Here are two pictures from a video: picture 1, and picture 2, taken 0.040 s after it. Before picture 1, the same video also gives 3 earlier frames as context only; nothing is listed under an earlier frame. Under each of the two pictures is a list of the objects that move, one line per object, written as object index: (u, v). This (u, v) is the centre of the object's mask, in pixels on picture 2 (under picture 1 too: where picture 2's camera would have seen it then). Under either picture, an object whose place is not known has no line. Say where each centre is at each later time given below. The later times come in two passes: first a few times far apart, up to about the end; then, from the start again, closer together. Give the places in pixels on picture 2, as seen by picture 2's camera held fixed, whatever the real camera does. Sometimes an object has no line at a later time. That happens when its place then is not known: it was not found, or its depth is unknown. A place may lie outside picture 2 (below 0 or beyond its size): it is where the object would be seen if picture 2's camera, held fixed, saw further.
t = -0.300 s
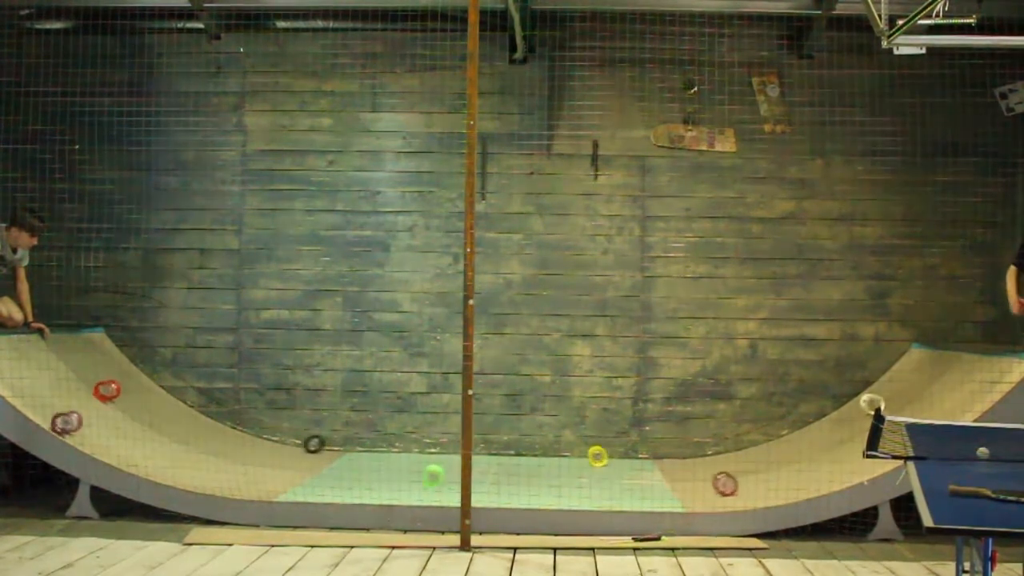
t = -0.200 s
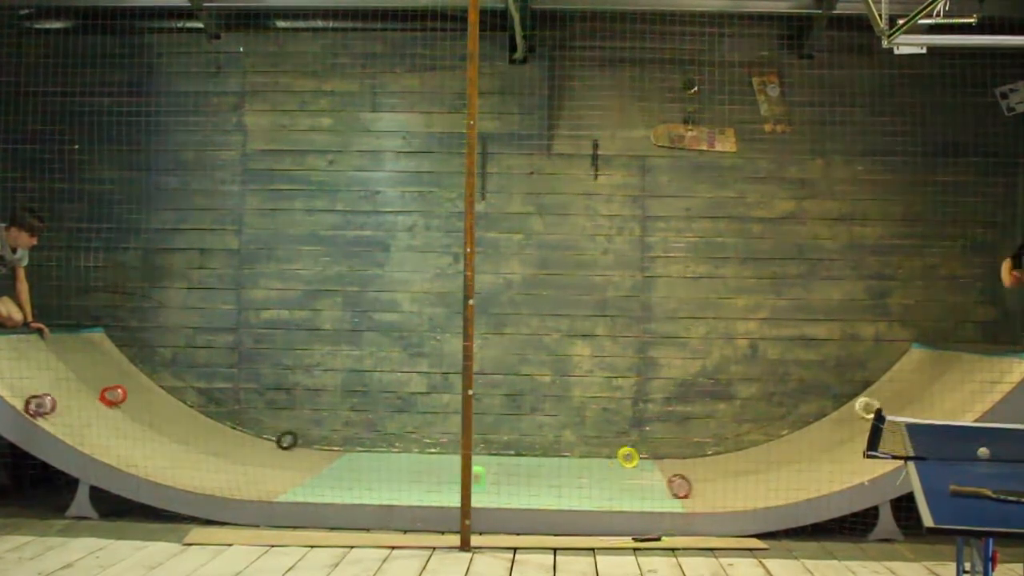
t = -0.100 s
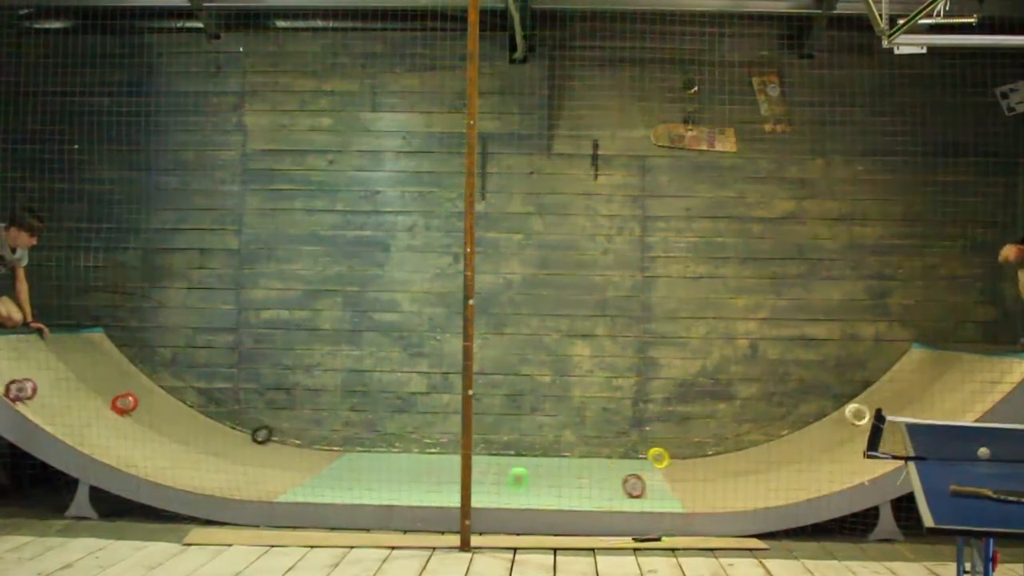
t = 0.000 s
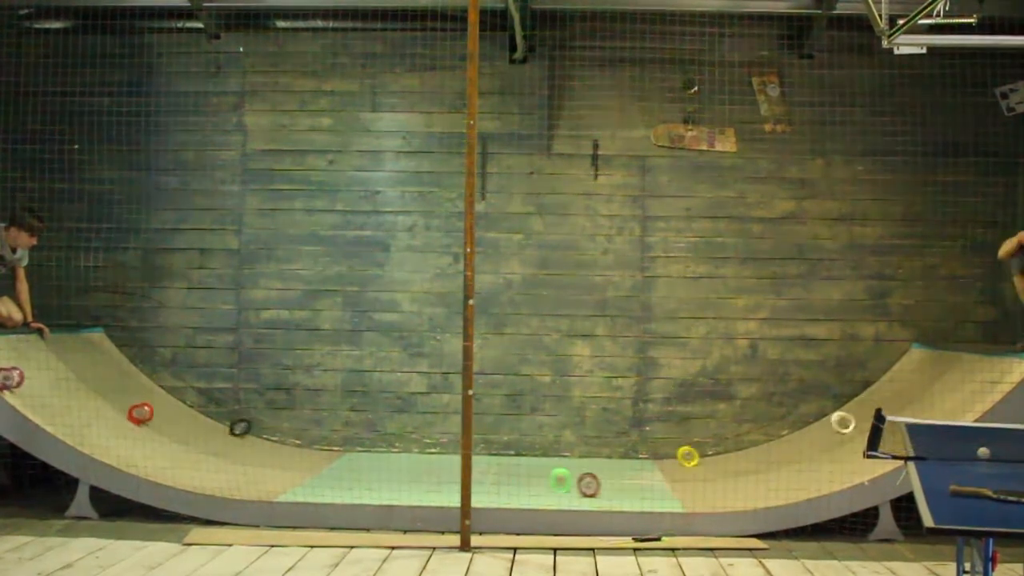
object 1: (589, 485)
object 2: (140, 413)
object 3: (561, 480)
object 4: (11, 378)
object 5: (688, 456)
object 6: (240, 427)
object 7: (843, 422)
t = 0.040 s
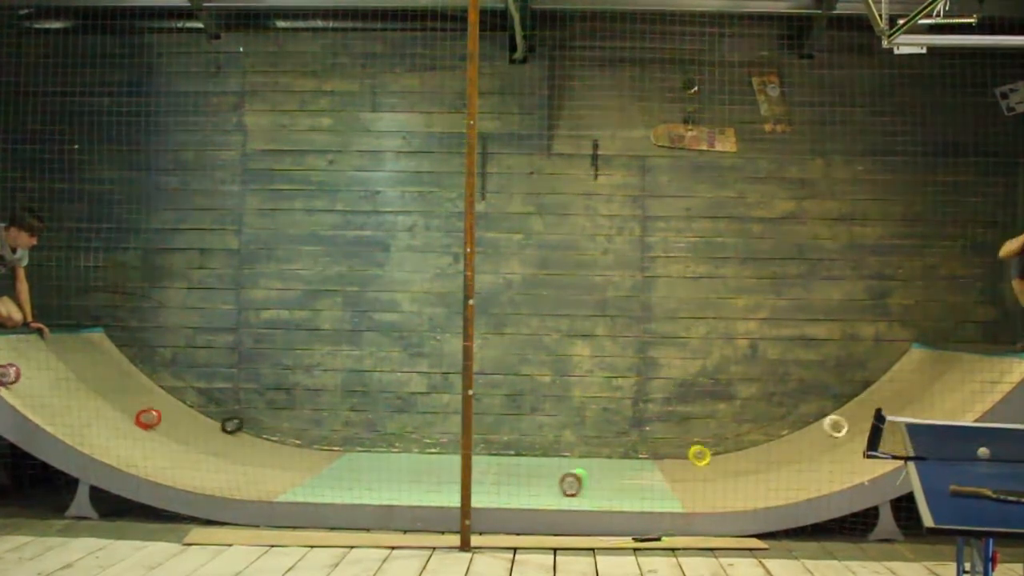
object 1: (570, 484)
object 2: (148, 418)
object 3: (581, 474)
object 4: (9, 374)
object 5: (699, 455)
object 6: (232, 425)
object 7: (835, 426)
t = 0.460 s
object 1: (385, 480)
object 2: (267, 458)
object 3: (751, 477)
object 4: (18, 387)
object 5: (796, 431)
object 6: (183, 400)
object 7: (723, 461)
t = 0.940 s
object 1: (190, 461)
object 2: (435, 466)
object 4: (158, 465)
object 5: (828, 415)
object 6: (205, 413)
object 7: (561, 462)
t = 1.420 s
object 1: (75, 406)
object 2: (598, 469)
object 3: (902, 413)
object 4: (381, 489)
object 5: (770, 440)
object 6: (304, 443)
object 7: (405, 459)
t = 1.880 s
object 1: (75, 406)
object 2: (747, 464)
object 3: (807, 463)
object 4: (595, 493)
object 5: (653, 457)
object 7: (265, 449)
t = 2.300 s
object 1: (167, 454)
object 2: (839, 434)
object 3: (654, 483)
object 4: (779, 485)
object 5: (538, 455)
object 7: (175, 418)
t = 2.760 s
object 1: (336, 479)
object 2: (853, 427)
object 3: (483, 476)
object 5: (418, 452)
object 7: (154, 406)
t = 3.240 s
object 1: (518, 483)
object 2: (772, 459)
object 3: (308, 474)
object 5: (296, 446)
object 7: (220, 437)
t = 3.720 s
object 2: (630, 470)
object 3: (165, 445)
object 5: (210, 422)
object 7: (348, 457)
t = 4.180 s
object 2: (493, 467)
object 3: (106, 415)
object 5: (195, 415)
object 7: (478, 460)
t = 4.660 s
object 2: (353, 464)
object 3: (143, 436)
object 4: (439, 490)
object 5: (254, 438)
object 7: (609, 464)
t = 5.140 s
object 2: (226, 450)
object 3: (270, 469)
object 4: (252, 485)
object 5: (361, 451)
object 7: (734, 460)
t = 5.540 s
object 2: (163, 426)
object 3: (396, 475)
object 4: (123, 454)
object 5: (452, 453)
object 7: (803, 440)
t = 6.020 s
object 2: (166, 427)
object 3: (536, 478)
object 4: (61, 421)
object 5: (561, 455)
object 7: (812, 437)
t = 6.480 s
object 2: (245, 454)
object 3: (595, 479)
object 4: (106, 446)
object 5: (661, 457)
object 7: (744, 458)
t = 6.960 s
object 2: (368, 464)
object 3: (631, 478)
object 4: (246, 484)
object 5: (750, 447)
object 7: (628, 461)
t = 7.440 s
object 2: (489, 466)
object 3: (662, 476)
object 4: (415, 489)
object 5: (783, 436)
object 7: (514, 461)
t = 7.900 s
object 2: (602, 469)
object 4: (571, 492)
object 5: (750, 446)
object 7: (406, 459)
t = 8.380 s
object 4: (728, 492)
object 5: (665, 457)
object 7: (299, 454)
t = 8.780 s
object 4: (830, 469)
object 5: (586, 456)
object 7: (228, 440)
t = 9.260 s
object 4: (865, 456)
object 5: (495, 454)
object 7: (198, 428)
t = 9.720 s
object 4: (815, 474)
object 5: (408, 452)
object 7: (234, 441)
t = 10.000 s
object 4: (744, 490)
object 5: (357, 451)
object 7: (281, 452)
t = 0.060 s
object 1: (561, 484)
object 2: (152, 420)
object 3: (585, 480)
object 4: (9, 373)
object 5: (705, 455)
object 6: (229, 423)
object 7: (832, 428)
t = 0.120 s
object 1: (534, 483)
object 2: (165, 427)
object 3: (612, 482)
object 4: (7, 370)
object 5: (721, 452)
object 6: (218, 419)
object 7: (819, 434)
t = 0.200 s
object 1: (499, 483)
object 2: (186, 436)
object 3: (644, 482)
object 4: (6, 368)
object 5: (743, 448)
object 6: (205, 413)
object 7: (800, 441)
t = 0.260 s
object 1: (477, 482)
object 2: (203, 442)
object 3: (670, 483)
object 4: (7, 369)
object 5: (756, 445)
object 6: (198, 409)
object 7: (784, 447)
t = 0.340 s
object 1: (437, 481)
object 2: (227, 450)
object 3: (703, 482)
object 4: (9, 374)
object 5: (774, 439)
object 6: (190, 405)
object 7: (760, 454)
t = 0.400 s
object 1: (411, 481)
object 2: (246, 454)
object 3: (728, 480)
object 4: (12, 380)
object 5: (786, 435)
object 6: (186, 402)
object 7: (742, 458)
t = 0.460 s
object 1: (385, 480)
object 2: (267, 458)
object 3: (751, 477)
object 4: (18, 387)
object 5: (796, 431)
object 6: (183, 400)
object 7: (723, 461)
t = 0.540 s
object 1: (350, 480)
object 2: (294, 461)
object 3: (780, 471)
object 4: (31, 399)
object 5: (807, 425)
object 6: (181, 399)
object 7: (695, 463)
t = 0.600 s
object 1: (326, 479)
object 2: (315, 463)
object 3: (801, 466)
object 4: (44, 409)
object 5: (815, 422)
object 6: (181, 399)
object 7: (675, 464)
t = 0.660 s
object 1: (300, 478)
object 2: (337, 464)
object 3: (820, 461)
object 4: (59, 419)
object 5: (820, 419)
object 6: (182, 400)
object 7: (655, 464)
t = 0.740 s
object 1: (266, 476)
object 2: (365, 465)
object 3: (843, 450)
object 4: (83, 433)
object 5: (826, 416)
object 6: (186, 402)
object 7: (628, 464)
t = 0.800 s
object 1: (242, 473)
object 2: (386, 465)
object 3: (855, 443)
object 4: (103, 444)
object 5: (828, 415)
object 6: (190, 405)
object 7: (607, 464)
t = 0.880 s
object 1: (211, 467)
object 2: (414, 466)
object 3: (866, 431)
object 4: (133, 457)
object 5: (828, 415)
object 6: (198, 409)
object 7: (581, 463)
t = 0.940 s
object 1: (190, 461)
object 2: (435, 466)
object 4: (158, 465)
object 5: (828, 415)
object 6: (205, 413)
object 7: (561, 462)
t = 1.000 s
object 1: (169, 455)
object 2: (453, 466)
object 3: (890, 415)
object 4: (184, 473)
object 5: (825, 416)
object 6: (214, 417)
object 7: (541, 462)
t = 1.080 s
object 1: (144, 445)
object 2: (483, 467)
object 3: (902, 412)
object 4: (220, 481)
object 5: (820, 420)
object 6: (228, 423)
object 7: (514, 462)
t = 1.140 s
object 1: (127, 437)
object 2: (504, 467)
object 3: (908, 411)
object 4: (248, 484)
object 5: (814, 422)
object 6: (239, 427)
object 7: (493, 459)
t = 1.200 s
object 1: (112, 429)
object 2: (524, 468)
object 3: (909, 411)
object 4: (277, 486)
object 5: (807, 426)
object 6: (251, 432)
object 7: (478, 461)
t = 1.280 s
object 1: (95, 420)
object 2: (551, 468)
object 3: (909, 411)
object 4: (315, 487)
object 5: (796, 431)
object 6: (269, 437)
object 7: (450, 460)
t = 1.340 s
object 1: (86, 413)
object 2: (571, 469)
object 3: (908, 411)
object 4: (344, 488)
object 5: (786, 435)
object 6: (284, 440)
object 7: (430, 460)
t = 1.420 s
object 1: (75, 406)
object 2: (598, 469)
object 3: (902, 413)
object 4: (381, 489)
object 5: (770, 440)
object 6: (304, 443)
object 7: (405, 459)
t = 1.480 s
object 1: (68, 402)
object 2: (618, 470)
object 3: (894, 414)
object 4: (410, 489)
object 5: (757, 444)
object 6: (319, 444)
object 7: (386, 459)
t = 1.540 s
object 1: (64, 399)
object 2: (639, 470)
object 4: (438, 490)
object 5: (743, 448)
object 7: (367, 458)
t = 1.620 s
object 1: (62, 397)
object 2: (665, 471)
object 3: (865, 430)
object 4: (478, 490)
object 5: (724, 452)
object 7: (342, 457)
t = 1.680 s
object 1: (62, 397)
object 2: (685, 470)
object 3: (857, 439)
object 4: (503, 492)
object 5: (708, 454)
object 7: (323, 457)
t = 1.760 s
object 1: (64, 399)
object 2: (710, 469)
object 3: (843, 451)
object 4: (540, 492)
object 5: (686, 456)
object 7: (299, 454)
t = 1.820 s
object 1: (68, 402)
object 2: (729, 467)
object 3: (827, 458)
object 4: (567, 493)
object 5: (670, 456)
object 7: (282, 452)
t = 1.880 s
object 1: (75, 406)
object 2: (747, 464)
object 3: (807, 463)
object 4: (595, 493)
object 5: (653, 457)
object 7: (265, 449)
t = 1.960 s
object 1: (86, 413)
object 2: (767, 457)
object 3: (781, 471)
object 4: (631, 494)
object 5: (631, 456)
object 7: (243, 444)
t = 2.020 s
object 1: (95, 420)
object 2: (786, 455)
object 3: (761, 475)
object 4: (658, 494)
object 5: (614, 456)
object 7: (228, 440)
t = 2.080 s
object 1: (108, 427)
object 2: (799, 450)
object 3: (739, 479)
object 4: (685, 495)
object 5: (598, 456)
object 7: (214, 435)
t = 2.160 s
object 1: (127, 437)
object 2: (816, 444)
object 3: (705, 479)
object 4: (721, 493)
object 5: (577, 456)
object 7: (198, 429)
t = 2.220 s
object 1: (143, 444)
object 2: (827, 440)
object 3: (685, 483)
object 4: (746, 491)
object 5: (560, 455)
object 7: (187, 424)
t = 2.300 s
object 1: (167, 454)
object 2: (839, 434)
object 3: (654, 483)
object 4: (779, 485)
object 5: (538, 455)
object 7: (175, 418)
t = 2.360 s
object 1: (186, 460)
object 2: (846, 431)
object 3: (631, 481)
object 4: (803, 480)
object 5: (522, 454)
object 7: (168, 414)
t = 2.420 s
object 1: (207, 466)
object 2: (851, 427)
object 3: (609, 481)
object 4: (824, 474)
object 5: (507, 454)
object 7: (161, 411)
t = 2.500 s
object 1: (236, 471)
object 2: (856, 425)
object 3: (578, 482)
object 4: (849, 464)
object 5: (486, 453)
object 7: (156, 407)
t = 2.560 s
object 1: (259, 474)
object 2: (858, 424)
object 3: (556, 481)
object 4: (864, 459)
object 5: (476, 452)
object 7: (153, 406)
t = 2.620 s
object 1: (282, 477)
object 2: (858, 423)
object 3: (534, 479)
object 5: (453, 453)
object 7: (152, 405)
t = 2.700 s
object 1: (313, 478)
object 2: (856, 425)
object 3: (503, 478)
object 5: (433, 452)
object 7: (152, 405)
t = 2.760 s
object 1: (336, 479)
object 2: (853, 427)
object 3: (483, 476)
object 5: (418, 452)
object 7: (154, 406)
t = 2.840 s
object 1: (367, 480)
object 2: (846, 430)
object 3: (451, 478)
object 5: (397, 452)
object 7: (159, 409)
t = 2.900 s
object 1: (390, 480)
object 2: (839, 434)
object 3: (430, 478)
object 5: (381, 451)
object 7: (164, 412)
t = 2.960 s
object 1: (413, 480)
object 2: (830, 438)
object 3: (408, 468)
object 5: (366, 451)
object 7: (171, 416)
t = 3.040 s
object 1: (443, 481)
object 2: (817, 444)
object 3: (380, 476)
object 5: (345, 451)
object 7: (182, 422)
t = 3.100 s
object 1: (458, 482)
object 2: (805, 448)
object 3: (359, 475)
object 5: (330, 450)
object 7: (192, 427)
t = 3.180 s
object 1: (496, 482)
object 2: (787, 454)
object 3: (331, 474)
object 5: (310, 448)
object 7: (207, 433)
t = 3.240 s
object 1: (518, 483)
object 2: (772, 459)
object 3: (308, 474)
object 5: (296, 446)
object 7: (220, 437)
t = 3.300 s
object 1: (541, 483)
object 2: (756, 462)
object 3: (289, 473)
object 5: (282, 444)
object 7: (233, 442)
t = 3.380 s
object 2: (733, 466)
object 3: (261, 470)
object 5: (268, 438)
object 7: (254, 447)
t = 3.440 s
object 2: (716, 468)
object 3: (243, 466)
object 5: (253, 437)
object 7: (269, 450)
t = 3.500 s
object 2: (697, 470)
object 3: (225, 463)
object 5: (242, 434)
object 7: (286, 452)
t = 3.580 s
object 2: (673, 471)
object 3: (202, 457)
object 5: (229, 429)
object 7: (308, 455)
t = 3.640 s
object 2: (654, 470)
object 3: (184, 453)
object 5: (219, 426)
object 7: (325, 457)
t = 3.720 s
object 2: (630, 470)
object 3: (165, 445)
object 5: (210, 422)
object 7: (348, 457)
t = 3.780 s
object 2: (612, 469)
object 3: (152, 440)
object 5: (203, 419)
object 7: (364, 458)
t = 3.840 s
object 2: (594, 469)
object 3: (142, 434)
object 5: (199, 417)
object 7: (382, 458)
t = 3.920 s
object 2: (570, 469)
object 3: (128, 427)
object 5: (194, 414)
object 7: (404, 459)
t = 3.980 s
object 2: (552, 468)
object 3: (120, 423)
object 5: (192, 413)
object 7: (422, 459)
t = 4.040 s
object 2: (534, 468)
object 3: (115, 420)
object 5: (192, 413)
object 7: (438, 460)
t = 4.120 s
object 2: (510, 467)
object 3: (109, 417)
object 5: (192, 414)
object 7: (456, 461)
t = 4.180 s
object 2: (493, 467)
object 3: (106, 415)
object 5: (195, 415)
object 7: (478, 460)
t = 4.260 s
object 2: (475, 466)
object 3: (106, 415)
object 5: (200, 417)
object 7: (500, 461)
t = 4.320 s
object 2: (451, 467)
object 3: (107, 416)
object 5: (205, 420)
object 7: (516, 461)
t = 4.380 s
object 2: (434, 466)
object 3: (109, 417)
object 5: (211, 423)
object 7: (533, 462)
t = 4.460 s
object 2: (411, 466)
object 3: (115, 421)
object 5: (221, 427)
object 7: (554, 462)
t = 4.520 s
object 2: (393, 465)
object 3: (122, 425)
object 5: (230, 430)
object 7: (571, 462)
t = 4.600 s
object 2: (370, 465)
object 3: (133, 431)
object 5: (243, 435)
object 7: (592, 463)
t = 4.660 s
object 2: (353, 464)
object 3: (143, 436)
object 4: (439, 490)
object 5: (254, 438)
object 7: (609, 464)
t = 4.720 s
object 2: (336, 464)
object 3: (154, 441)
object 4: (415, 489)
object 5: (267, 441)
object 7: (625, 464)
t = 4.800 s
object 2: (314, 463)
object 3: (172, 448)
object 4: (384, 489)
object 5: (283, 444)
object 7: (647, 464)
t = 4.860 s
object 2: (297, 462)
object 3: (188, 454)
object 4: (360, 488)
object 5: (296, 444)
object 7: (663, 464)
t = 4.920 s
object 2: (281, 460)
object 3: (203, 459)
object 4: (337, 488)
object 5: (310, 448)
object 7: (679, 465)
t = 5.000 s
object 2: (260, 457)
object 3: (226, 463)
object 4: (305, 487)
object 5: (329, 450)
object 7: (699, 463)
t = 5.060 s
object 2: (245, 451)
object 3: (244, 467)
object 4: (283, 486)
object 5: (343, 450)
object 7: (714, 462)
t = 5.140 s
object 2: (226, 450)
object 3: (270, 469)
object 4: (252, 485)
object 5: (361, 451)
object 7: (734, 460)
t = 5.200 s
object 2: (213, 446)
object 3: (287, 473)
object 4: (230, 483)
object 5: (375, 451)
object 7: (748, 457)
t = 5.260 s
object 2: (202, 443)
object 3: (307, 474)
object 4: (208, 479)
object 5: (389, 452)
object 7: (760, 454)
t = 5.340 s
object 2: (188, 437)
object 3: (331, 475)
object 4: (181, 473)
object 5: (407, 452)
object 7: (775, 450)
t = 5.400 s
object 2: (179, 434)
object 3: (351, 475)
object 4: (162, 468)
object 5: (421, 452)
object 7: (785, 447)
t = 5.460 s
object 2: (171, 430)
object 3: (370, 475)
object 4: (145, 462)
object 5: (435, 453)
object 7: (794, 444)
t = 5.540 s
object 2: (163, 426)
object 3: (396, 475)
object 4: (123, 454)
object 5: (452, 453)
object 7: (803, 440)
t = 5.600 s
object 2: (159, 424)
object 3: (417, 475)
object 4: (109, 448)
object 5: (475, 452)
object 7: (809, 438)
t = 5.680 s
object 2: (155, 422)
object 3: (439, 478)
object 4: (94, 439)
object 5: (485, 453)
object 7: (815, 436)
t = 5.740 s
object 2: (154, 421)
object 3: (455, 475)
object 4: (84, 435)
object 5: (498, 454)
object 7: (818, 435)
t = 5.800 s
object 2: (154, 421)
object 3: (480, 477)
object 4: (76, 430)
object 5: (512, 455)
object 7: (819, 434)
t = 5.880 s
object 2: (156, 422)
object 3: (503, 480)
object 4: (67, 425)
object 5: (530, 455)
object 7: (819, 434)
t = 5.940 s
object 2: (159, 424)
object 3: (522, 480)
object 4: (64, 422)
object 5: (543, 455)
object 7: (817, 435)
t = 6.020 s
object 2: (166, 427)
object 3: (536, 478)
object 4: (61, 421)
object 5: (561, 455)
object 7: (812, 437)
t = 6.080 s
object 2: (173, 430)
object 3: (538, 469)
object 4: (62, 421)
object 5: (574, 456)
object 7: (807, 439)
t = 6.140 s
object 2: (180, 434)
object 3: (559, 483)
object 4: (63, 422)
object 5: (587, 456)
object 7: (801, 441)
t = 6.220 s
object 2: (192, 439)
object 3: (567, 475)
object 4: (68, 425)
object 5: (604, 456)
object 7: (791, 445)
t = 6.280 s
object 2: (203, 443)
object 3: (574, 476)
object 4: (74, 429)
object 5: (617, 456)
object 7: (781, 448)
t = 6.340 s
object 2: (214, 446)
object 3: (580, 476)
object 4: (81, 433)
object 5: (631, 457)
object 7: (771, 451)
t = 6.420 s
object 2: (231, 451)
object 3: (589, 481)
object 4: (94, 440)
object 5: (648, 457)
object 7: (757, 455)
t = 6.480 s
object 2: (245, 454)
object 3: (595, 479)
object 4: (106, 446)
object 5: (661, 457)
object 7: (744, 458)
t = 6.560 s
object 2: (264, 457)
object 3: (602, 480)
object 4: (123, 453)
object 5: (677, 456)
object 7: (726, 461)
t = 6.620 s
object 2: (280, 459)
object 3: (605, 480)
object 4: (139, 459)
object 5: (690, 456)
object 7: (712, 462)
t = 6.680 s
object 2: (295, 461)
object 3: (610, 479)
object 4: (155, 465)
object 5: (703, 451)
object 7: (698, 463)
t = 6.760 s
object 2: (315, 463)
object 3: (616, 479)
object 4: (179, 472)
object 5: (717, 453)
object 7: (678, 464)
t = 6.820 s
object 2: (331, 464)
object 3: (620, 479)
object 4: (199, 477)
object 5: (728, 452)
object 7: (663, 464)
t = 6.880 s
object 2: (347, 464)
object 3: (624, 479)
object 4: (219, 480)
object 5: (738, 450)
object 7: (648, 464)
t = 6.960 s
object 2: (368, 464)
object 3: (631, 478)
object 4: (246, 484)
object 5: (750, 447)
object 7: (628, 461)
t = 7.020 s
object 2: (383, 465)
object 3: (633, 478)
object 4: (267, 485)
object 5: (757, 445)
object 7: (613, 463)
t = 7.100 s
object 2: (404, 465)
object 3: (639, 477)
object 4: (295, 486)
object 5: (766, 442)
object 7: (594, 463)
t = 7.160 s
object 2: (419, 465)
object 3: (644, 477)
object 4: (317, 487)
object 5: (772, 440)
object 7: (579, 463)
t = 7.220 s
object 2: (434, 466)
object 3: (648, 477)
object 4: (338, 487)
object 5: (776, 439)
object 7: (566, 462)
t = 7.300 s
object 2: (453, 466)
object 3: (652, 476)
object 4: (366, 488)
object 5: (781, 437)
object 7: (546, 462)
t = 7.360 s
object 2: (474, 466)
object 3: (657, 476)
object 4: (387, 488)
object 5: (783, 436)
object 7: (532, 462)
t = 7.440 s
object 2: (489, 466)
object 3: (662, 476)
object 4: (415, 489)
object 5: (783, 436)
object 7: (514, 461)
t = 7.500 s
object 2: (509, 464)
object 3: (666, 475)
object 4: (435, 489)
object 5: (782, 436)
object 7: (496, 458)
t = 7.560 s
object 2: (517, 466)
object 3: (669, 475)
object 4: (453, 490)
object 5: (781, 437)
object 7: (485, 461)
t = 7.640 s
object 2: (538, 468)
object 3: (673, 475)
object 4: (483, 490)
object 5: (776, 439)
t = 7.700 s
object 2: (553, 467)
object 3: (676, 474)
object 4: (503, 491)
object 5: (772, 440)
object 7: (452, 460)
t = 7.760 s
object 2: (568, 467)
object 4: (524, 492)
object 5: (766, 442)
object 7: (438, 460)
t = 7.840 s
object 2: (587, 468)
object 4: (550, 491)
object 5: (757, 445)
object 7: (420, 460)
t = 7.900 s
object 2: (602, 469)
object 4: (571, 492)
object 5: (750, 446)
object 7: (406, 459)
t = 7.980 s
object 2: (621, 469)
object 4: (598, 493)
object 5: (738, 450)
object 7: (388, 459)
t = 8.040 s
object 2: (636, 469)
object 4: (618, 492)
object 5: (729, 451)
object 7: (374, 458)
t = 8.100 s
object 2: (650, 470)
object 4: (638, 493)
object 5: (719, 453)
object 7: (361, 458)
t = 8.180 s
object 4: (664, 493)
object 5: (704, 454)
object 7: (342, 457)
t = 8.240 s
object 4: (683, 494)
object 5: (692, 454)
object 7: (330, 457)
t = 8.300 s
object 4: (703, 493)
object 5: (680, 456)
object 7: (316, 456)
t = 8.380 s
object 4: (728, 492)
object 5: (665, 457)
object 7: (299, 454)
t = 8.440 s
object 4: (746, 490)
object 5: (653, 457)
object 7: (287, 453)
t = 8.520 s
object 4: (769, 486)
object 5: (638, 457)
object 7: (271, 450)
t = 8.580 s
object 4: (785, 483)
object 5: (625, 457)
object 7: (260, 448)
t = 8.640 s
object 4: (801, 479)
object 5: (614, 456)
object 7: (249, 446)
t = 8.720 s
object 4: (818, 473)
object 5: (598, 456)
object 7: (237, 443)
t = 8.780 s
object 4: (830, 469)
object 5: (586, 456)
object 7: (228, 440)
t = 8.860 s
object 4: (843, 464)
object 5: (571, 456)
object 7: (219, 437)
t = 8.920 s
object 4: (851, 461)
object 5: (560, 455)
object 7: (212, 434)
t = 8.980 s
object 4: (858, 459)
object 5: (548, 455)
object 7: (207, 433)
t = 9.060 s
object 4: (862, 456)
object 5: (533, 455)
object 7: (202, 430)
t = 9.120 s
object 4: (865, 455)
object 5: (521, 454)
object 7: (200, 429)
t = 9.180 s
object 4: (865, 455)
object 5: (510, 454)
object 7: (198, 429)
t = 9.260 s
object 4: (865, 456)
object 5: (495, 454)
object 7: (198, 428)
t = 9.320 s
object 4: (863, 456)
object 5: (483, 453)
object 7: (199, 429)
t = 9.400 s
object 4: (859, 457)
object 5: (474, 451)
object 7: (202, 430)
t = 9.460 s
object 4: (856, 459)
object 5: (455, 453)
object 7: (205, 432)
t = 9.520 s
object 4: (849, 462)
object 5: (446, 453)
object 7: (210, 434)
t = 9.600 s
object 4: (837, 467)
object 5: (431, 452)
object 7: (218, 437)
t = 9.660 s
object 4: (826, 471)
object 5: (420, 452)
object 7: (225, 439)
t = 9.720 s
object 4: (815, 474)
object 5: (408, 452)
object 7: (234, 441)
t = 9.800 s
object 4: (797, 480)
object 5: (394, 452)
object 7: (246, 445)
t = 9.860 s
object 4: (782, 483)
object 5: (382, 451)
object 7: (256, 447)
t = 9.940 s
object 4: (760, 487)
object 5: (368, 451)
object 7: (269, 450)
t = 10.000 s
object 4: (744, 490)
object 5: (357, 451)
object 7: (281, 452)
